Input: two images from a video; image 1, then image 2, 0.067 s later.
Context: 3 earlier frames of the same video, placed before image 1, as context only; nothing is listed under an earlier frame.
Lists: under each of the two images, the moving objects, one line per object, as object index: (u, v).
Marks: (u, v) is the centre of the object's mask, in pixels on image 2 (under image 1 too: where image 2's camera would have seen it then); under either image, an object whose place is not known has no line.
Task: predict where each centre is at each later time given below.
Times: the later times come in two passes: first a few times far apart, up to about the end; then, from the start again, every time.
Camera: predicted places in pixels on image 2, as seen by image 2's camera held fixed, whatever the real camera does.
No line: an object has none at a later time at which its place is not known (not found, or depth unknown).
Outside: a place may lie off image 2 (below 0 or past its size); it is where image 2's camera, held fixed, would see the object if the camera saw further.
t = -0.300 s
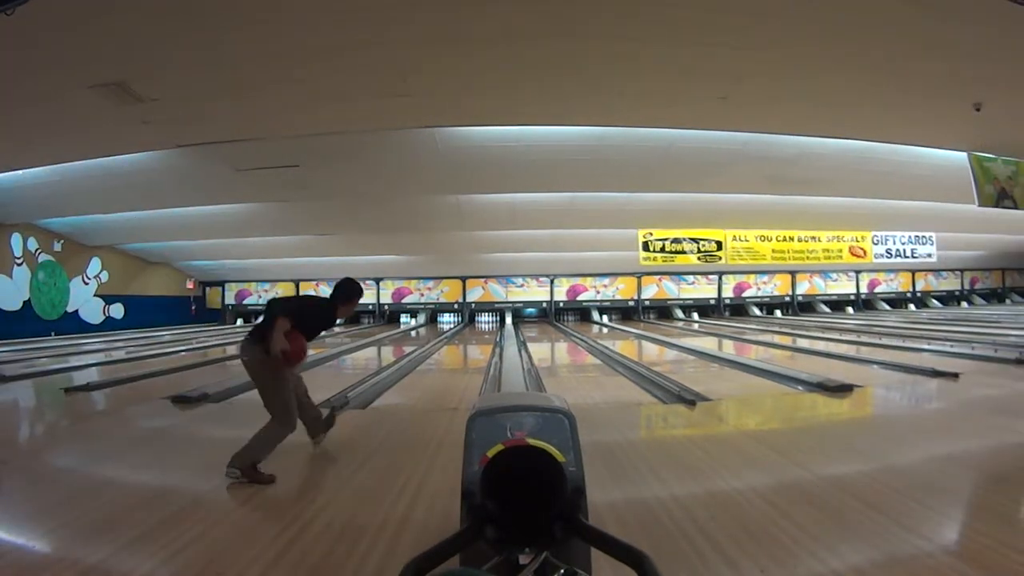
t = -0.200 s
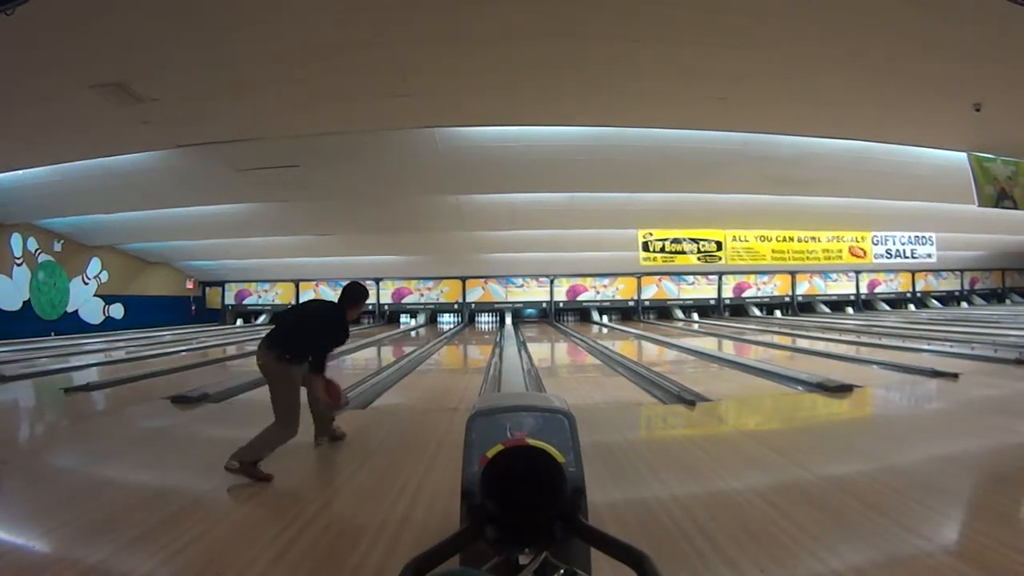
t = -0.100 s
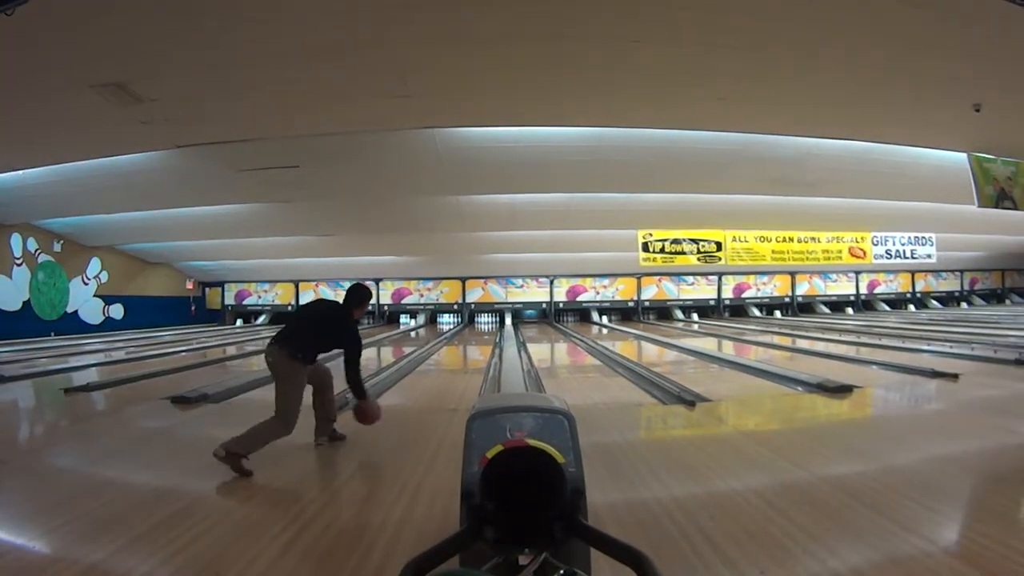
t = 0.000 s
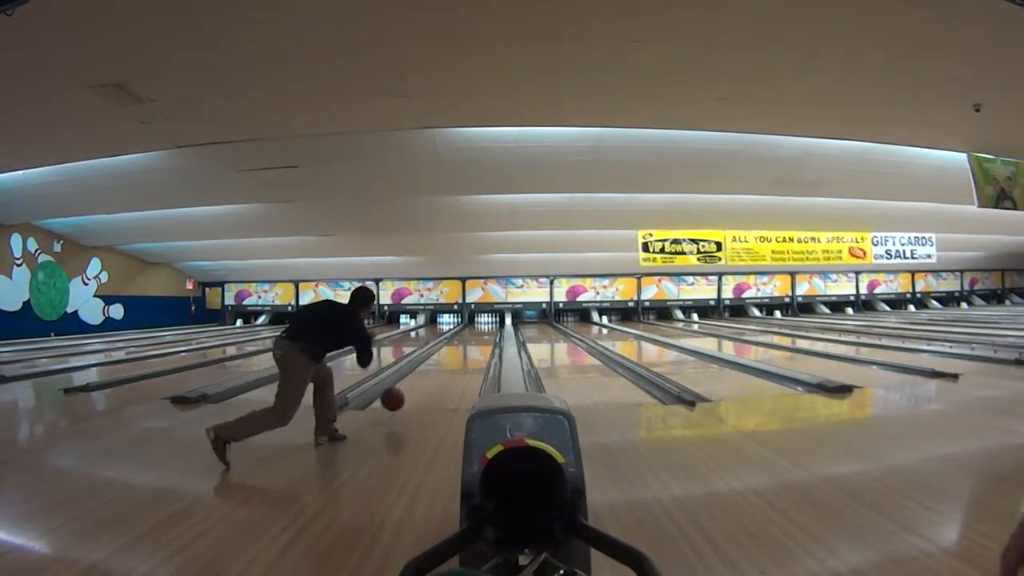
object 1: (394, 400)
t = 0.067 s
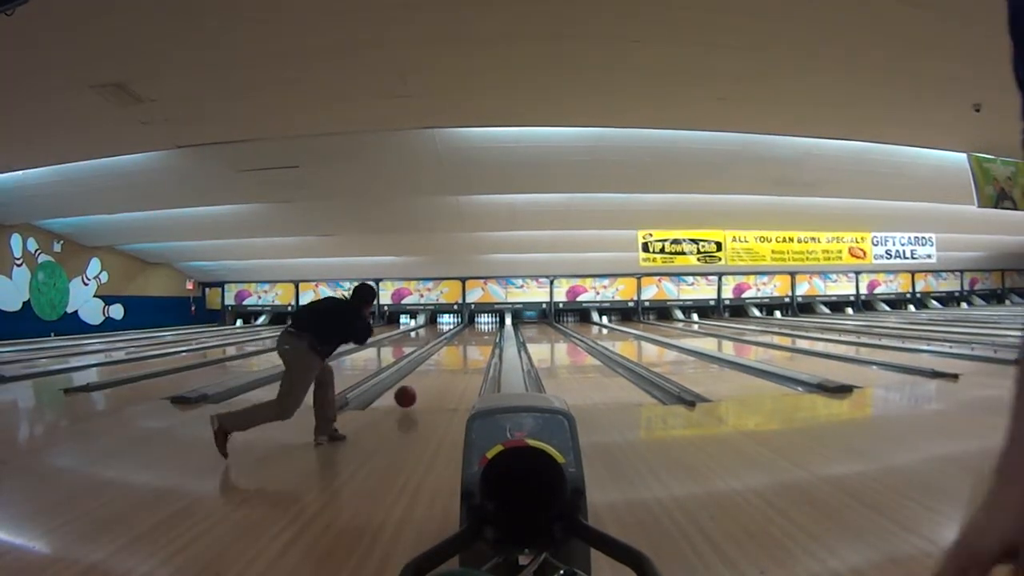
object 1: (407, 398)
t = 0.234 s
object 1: (430, 382)
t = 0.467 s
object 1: (450, 364)
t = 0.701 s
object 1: (462, 352)
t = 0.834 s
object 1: (467, 348)
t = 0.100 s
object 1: (413, 397)
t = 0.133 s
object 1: (418, 393)
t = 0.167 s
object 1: (422, 390)
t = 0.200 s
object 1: (426, 385)
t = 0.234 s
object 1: (430, 382)
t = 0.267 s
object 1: (434, 379)
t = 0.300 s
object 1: (436, 375)
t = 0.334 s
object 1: (439, 373)
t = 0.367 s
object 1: (442, 370)
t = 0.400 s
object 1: (445, 368)
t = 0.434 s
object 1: (447, 366)
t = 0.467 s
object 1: (450, 364)
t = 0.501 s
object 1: (452, 362)
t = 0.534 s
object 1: (454, 360)
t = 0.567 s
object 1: (456, 358)
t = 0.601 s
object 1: (458, 357)
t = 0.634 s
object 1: (459, 355)
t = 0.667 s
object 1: (461, 354)
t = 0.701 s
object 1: (462, 352)
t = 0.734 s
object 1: (464, 351)
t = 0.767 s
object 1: (465, 350)
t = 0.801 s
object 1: (466, 349)
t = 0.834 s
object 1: (467, 348)
